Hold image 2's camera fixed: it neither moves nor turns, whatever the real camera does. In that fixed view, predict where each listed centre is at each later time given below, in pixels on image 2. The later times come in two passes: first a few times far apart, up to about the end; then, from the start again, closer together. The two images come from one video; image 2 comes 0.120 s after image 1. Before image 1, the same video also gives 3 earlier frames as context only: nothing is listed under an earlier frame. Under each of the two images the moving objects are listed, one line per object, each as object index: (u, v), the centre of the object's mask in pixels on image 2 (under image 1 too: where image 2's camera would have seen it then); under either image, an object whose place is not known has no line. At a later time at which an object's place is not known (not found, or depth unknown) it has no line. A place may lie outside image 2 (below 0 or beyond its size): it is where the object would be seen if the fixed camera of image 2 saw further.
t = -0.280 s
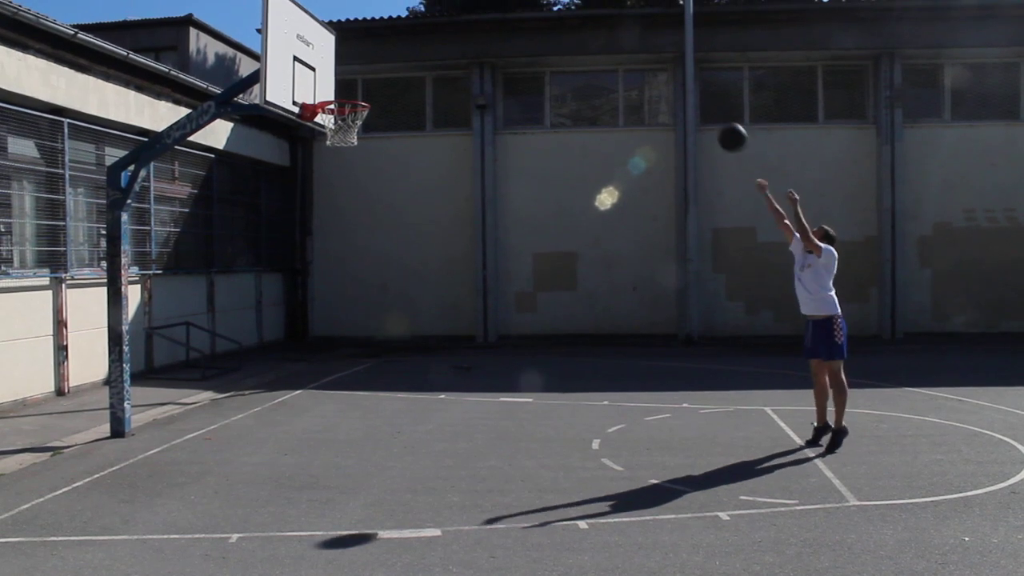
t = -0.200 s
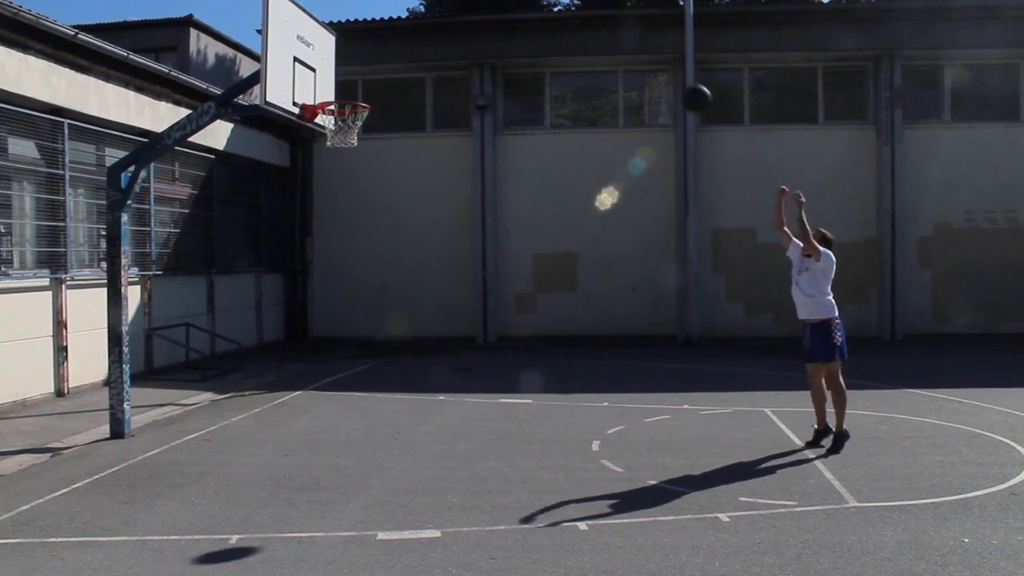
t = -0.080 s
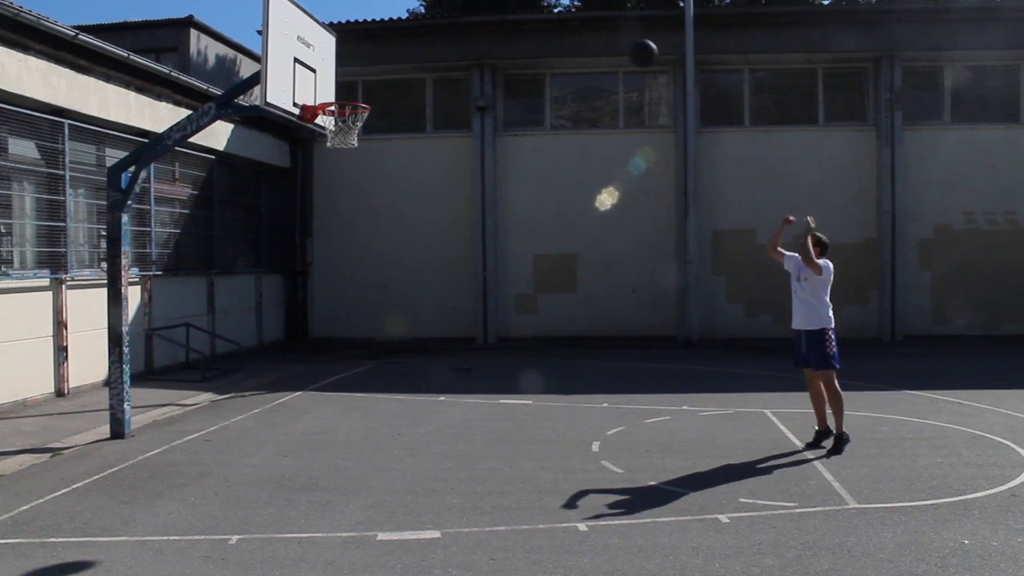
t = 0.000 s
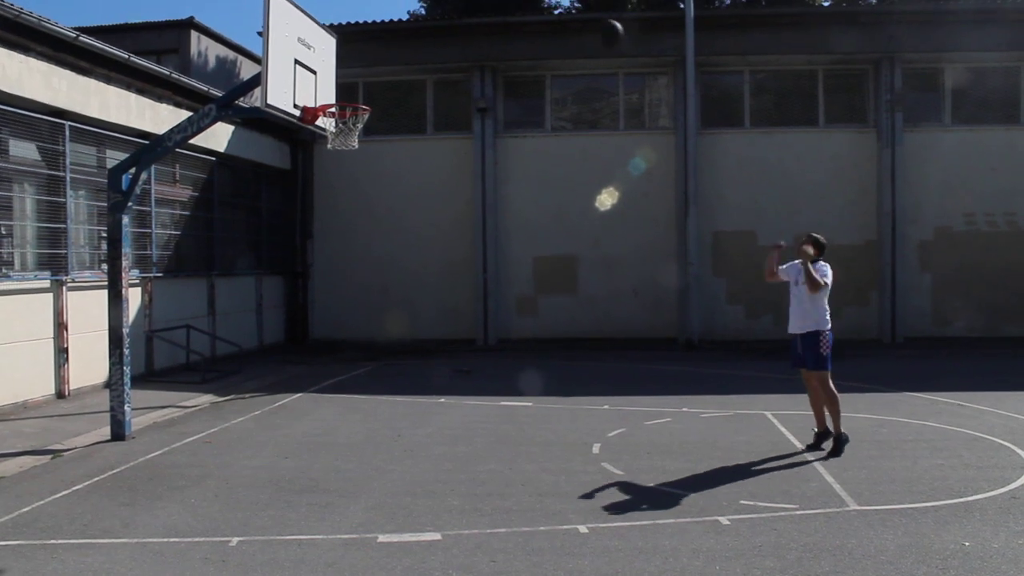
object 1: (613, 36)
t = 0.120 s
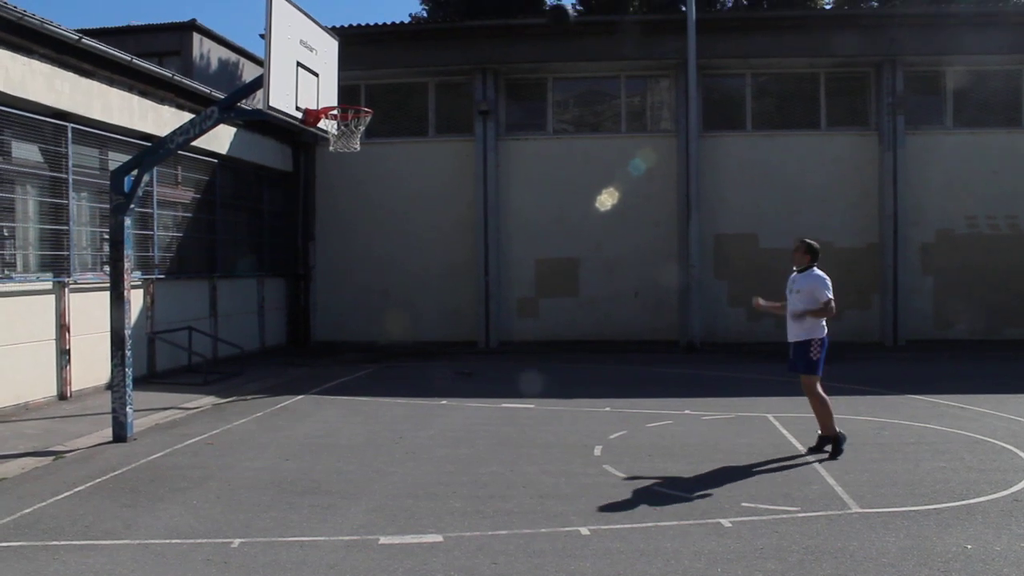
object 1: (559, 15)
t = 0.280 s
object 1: (495, 14)
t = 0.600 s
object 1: (368, 94)
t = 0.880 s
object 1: (317, 159)
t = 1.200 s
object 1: (283, 300)
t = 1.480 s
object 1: (264, 404)
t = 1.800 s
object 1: (278, 275)
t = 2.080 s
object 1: (292, 257)
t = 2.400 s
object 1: (314, 360)
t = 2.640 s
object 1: (331, 459)
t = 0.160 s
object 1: (541, 10)
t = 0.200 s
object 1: (527, 11)
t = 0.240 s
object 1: (510, 12)
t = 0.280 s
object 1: (495, 14)
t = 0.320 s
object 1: (480, 16)
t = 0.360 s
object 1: (464, 24)
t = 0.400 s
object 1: (448, 30)
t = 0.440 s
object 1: (432, 40)
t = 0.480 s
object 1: (417, 52)
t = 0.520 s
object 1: (400, 64)
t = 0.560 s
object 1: (384, 78)
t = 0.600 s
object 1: (368, 94)
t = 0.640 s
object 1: (352, 110)
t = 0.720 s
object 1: (334, 140)
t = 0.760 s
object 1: (327, 139)
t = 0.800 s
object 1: (324, 145)
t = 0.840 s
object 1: (321, 151)
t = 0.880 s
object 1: (317, 159)
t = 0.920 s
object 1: (316, 169)
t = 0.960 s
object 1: (310, 182)
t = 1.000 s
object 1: (307, 196)
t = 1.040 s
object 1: (304, 211)
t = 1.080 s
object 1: (300, 229)
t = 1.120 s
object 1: (298, 249)
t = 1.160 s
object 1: (289, 275)
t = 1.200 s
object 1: (283, 300)
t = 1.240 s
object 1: (279, 327)
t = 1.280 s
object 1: (281, 350)
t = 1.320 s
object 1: (270, 385)
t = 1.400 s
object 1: (261, 450)
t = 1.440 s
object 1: (262, 427)
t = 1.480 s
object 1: (264, 404)
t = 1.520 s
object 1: (266, 382)
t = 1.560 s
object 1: (268, 362)
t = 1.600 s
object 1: (270, 343)
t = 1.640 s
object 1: (271, 327)
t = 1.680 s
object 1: (272, 311)
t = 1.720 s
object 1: (274, 297)
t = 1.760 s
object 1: (276, 285)
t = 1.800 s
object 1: (278, 275)
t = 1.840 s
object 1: (279, 266)
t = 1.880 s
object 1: (282, 260)
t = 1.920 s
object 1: (284, 256)
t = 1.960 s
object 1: (288, 253)
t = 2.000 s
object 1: (289, 252)
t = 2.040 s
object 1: (290, 253)
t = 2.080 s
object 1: (292, 257)
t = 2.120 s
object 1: (295, 261)
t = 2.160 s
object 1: (298, 268)
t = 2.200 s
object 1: (301, 277)
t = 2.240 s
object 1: (303, 289)
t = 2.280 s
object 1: (304, 304)
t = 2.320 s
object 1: (308, 321)
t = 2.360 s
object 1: (310, 340)
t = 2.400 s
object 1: (314, 360)
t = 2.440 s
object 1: (317, 384)
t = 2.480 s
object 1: (319, 411)
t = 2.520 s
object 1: (323, 440)
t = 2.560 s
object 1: (326, 471)
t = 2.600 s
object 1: (329, 482)
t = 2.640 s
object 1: (331, 459)
